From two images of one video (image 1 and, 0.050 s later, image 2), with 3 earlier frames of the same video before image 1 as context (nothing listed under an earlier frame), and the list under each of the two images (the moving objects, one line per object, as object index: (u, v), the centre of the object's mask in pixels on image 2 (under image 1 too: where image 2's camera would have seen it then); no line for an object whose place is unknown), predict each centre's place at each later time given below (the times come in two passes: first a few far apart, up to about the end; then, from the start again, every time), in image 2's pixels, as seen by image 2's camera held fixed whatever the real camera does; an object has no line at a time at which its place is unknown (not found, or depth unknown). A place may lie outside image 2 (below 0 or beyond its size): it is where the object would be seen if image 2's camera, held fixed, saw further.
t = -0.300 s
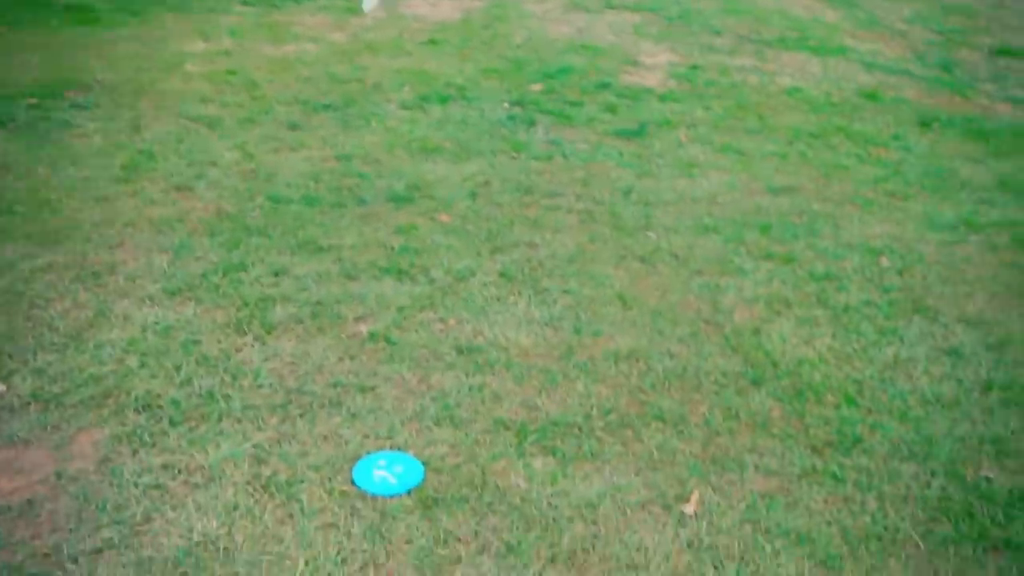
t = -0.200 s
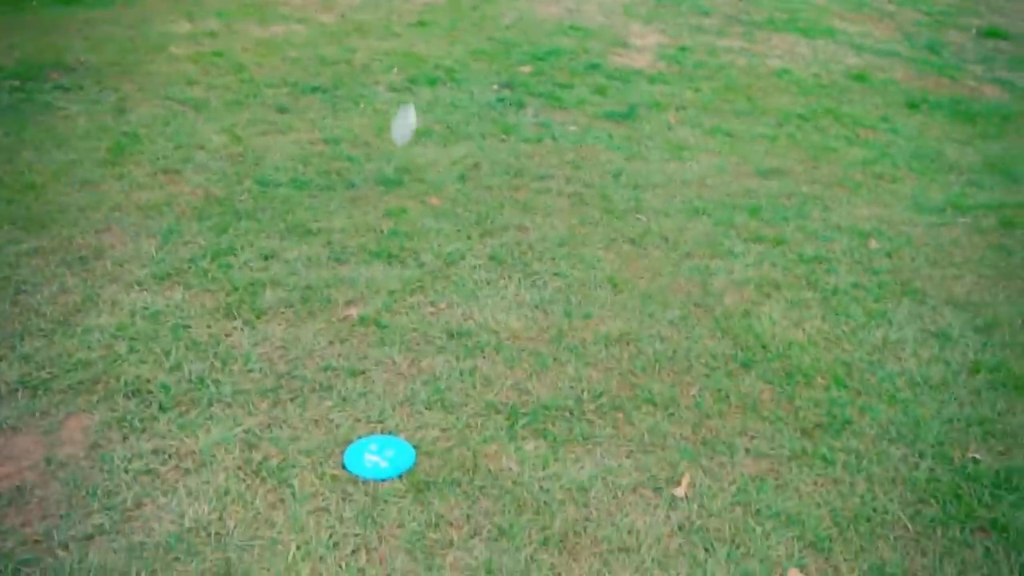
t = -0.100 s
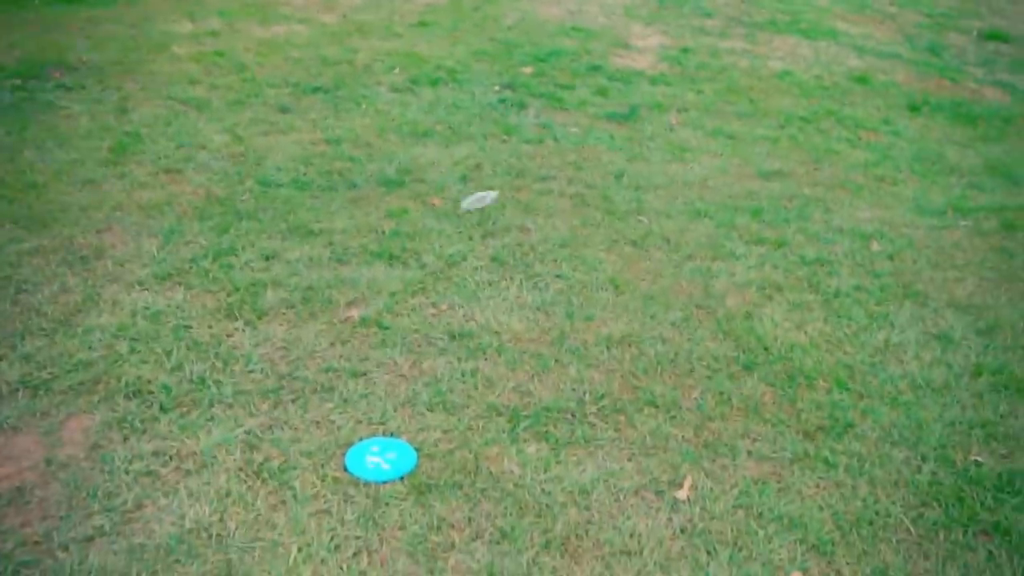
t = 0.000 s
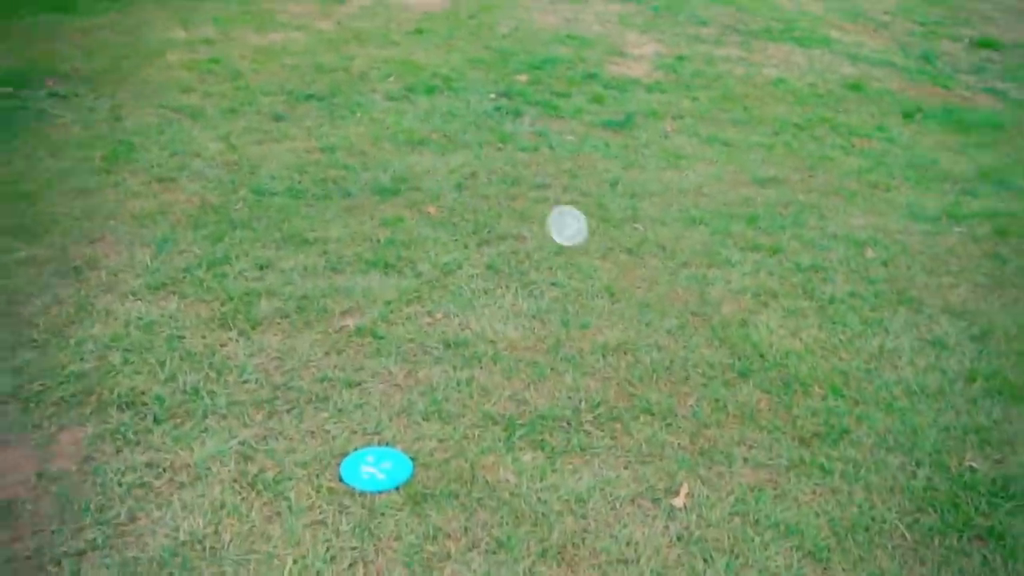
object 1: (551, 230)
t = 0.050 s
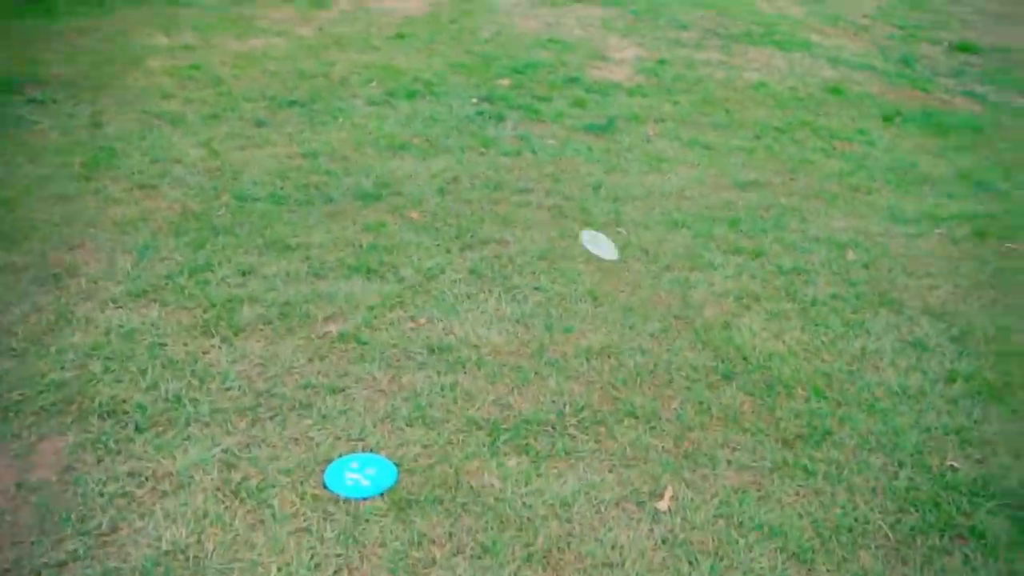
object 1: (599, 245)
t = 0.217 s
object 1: (722, 279)
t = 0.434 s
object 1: (818, 324)
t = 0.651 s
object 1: (836, 370)
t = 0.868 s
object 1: (804, 361)
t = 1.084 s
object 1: (796, 358)
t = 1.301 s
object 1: (796, 358)
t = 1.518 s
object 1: (796, 358)
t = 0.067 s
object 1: (615, 251)
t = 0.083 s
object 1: (632, 258)
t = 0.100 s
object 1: (648, 265)
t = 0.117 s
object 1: (663, 270)
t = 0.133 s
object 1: (673, 271)
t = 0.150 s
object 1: (682, 271)
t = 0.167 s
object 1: (691, 271)
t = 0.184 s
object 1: (703, 274)
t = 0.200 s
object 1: (712, 276)
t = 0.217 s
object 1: (722, 279)
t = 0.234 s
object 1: (733, 282)
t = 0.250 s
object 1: (743, 286)
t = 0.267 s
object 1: (753, 291)
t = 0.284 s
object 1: (764, 296)
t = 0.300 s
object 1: (773, 301)
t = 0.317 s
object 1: (783, 307)
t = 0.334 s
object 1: (793, 313)
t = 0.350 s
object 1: (802, 320)
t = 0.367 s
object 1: (808, 323)
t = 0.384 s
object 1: (811, 323)
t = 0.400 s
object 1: (814, 323)
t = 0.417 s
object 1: (815, 323)
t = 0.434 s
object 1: (818, 324)
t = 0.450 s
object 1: (820, 326)
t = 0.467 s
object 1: (822, 327)
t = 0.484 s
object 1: (823, 331)
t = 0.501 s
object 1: (825, 333)
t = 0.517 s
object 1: (826, 337)
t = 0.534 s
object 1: (828, 340)
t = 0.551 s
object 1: (829, 345)
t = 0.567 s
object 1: (830, 350)
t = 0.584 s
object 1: (833, 355)
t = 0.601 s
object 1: (833, 359)
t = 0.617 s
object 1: (837, 365)
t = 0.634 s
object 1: (837, 368)
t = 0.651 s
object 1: (836, 370)
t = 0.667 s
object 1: (834, 371)
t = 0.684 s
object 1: (832, 371)
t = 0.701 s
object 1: (829, 370)
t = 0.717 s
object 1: (828, 369)
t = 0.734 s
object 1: (825, 368)
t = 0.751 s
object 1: (823, 367)
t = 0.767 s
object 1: (820, 365)
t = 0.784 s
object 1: (817, 364)
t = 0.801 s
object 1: (814, 363)
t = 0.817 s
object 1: (812, 362)
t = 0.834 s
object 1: (809, 362)
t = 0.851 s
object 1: (806, 361)
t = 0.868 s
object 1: (804, 361)
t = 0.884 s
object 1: (801, 361)
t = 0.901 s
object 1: (798, 361)
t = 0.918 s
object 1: (797, 361)
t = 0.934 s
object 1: (795, 361)
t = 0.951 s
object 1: (794, 361)
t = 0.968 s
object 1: (794, 360)
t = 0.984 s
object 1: (795, 360)
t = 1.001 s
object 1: (795, 359)
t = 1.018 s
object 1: (795, 358)
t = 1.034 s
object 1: (796, 358)
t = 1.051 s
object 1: (796, 357)
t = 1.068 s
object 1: (796, 358)
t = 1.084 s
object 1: (796, 358)
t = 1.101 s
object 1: (796, 358)
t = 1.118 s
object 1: (796, 358)
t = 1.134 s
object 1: (796, 358)
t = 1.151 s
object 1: (796, 358)
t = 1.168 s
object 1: (796, 358)
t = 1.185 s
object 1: (796, 358)
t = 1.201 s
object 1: (796, 358)
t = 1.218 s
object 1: (796, 358)
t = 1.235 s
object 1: (796, 358)
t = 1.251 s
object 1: (796, 358)
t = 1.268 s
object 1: (796, 358)
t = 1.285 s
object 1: (796, 358)
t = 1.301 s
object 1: (796, 358)
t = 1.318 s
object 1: (796, 358)
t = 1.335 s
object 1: (796, 358)
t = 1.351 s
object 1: (796, 358)
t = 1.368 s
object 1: (796, 358)
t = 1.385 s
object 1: (796, 358)
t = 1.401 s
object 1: (796, 358)
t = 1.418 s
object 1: (796, 358)
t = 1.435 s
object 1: (796, 358)
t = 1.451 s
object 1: (796, 358)
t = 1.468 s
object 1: (796, 358)
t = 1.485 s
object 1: (796, 358)
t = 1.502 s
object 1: (796, 358)
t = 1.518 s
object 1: (796, 358)
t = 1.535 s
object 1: (796, 358)
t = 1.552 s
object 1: (796, 358)
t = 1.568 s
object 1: (796, 358)
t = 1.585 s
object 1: (796, 358)
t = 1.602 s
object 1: (796, 358)
